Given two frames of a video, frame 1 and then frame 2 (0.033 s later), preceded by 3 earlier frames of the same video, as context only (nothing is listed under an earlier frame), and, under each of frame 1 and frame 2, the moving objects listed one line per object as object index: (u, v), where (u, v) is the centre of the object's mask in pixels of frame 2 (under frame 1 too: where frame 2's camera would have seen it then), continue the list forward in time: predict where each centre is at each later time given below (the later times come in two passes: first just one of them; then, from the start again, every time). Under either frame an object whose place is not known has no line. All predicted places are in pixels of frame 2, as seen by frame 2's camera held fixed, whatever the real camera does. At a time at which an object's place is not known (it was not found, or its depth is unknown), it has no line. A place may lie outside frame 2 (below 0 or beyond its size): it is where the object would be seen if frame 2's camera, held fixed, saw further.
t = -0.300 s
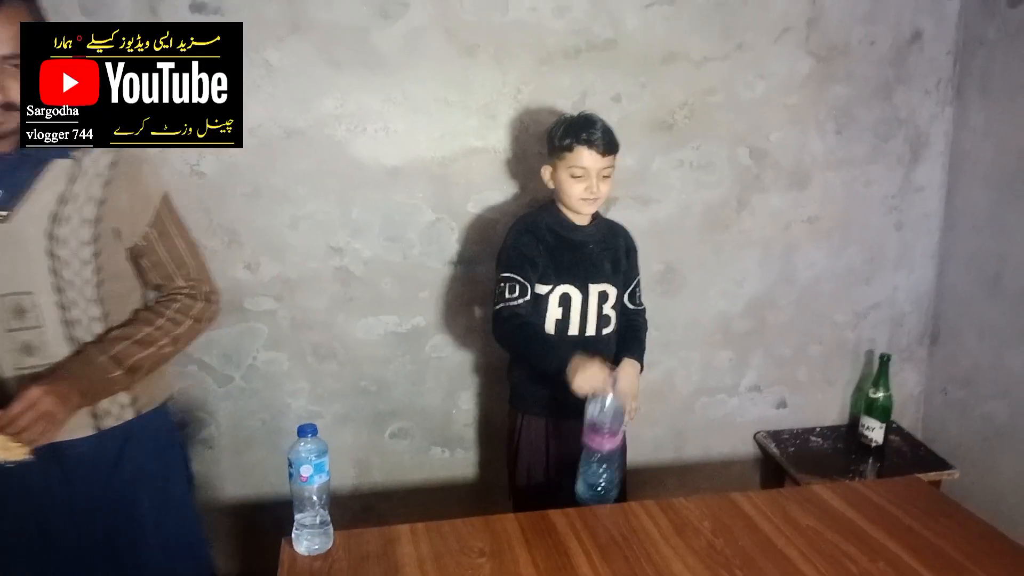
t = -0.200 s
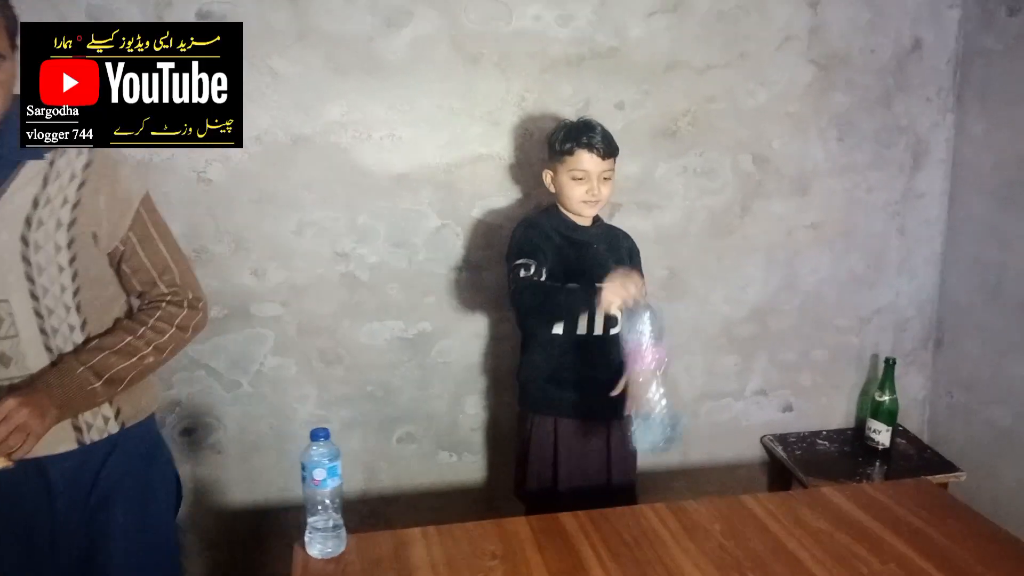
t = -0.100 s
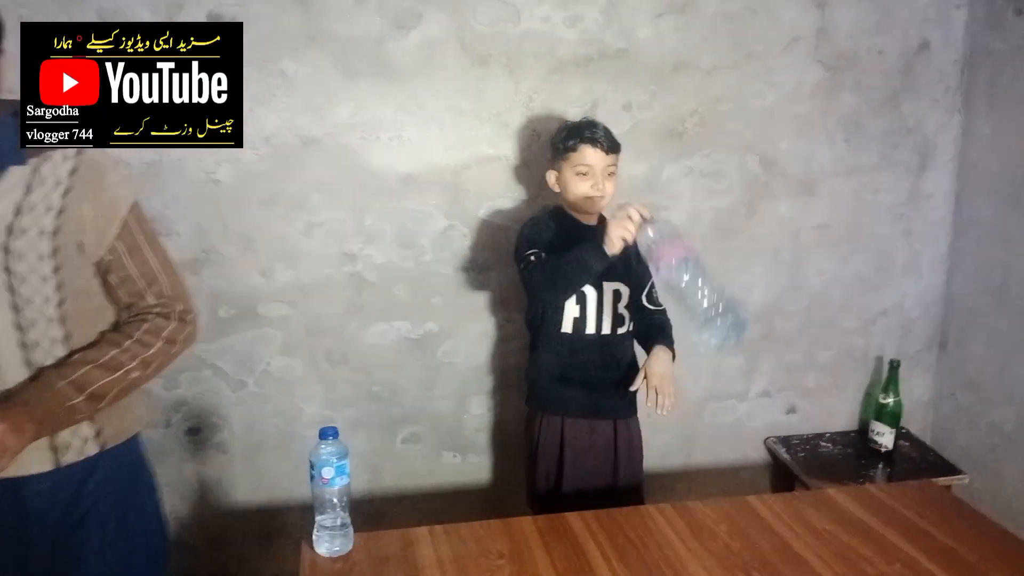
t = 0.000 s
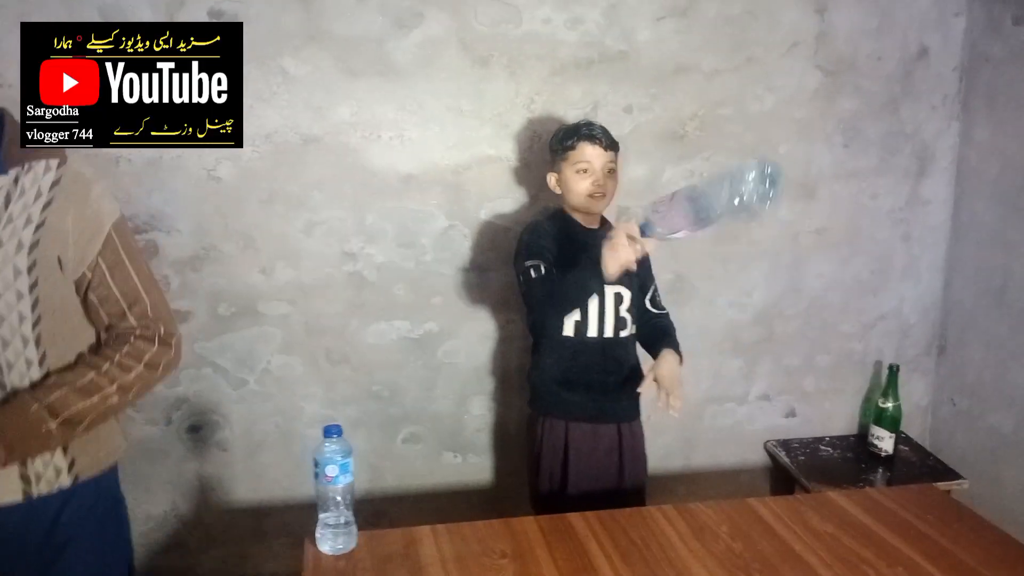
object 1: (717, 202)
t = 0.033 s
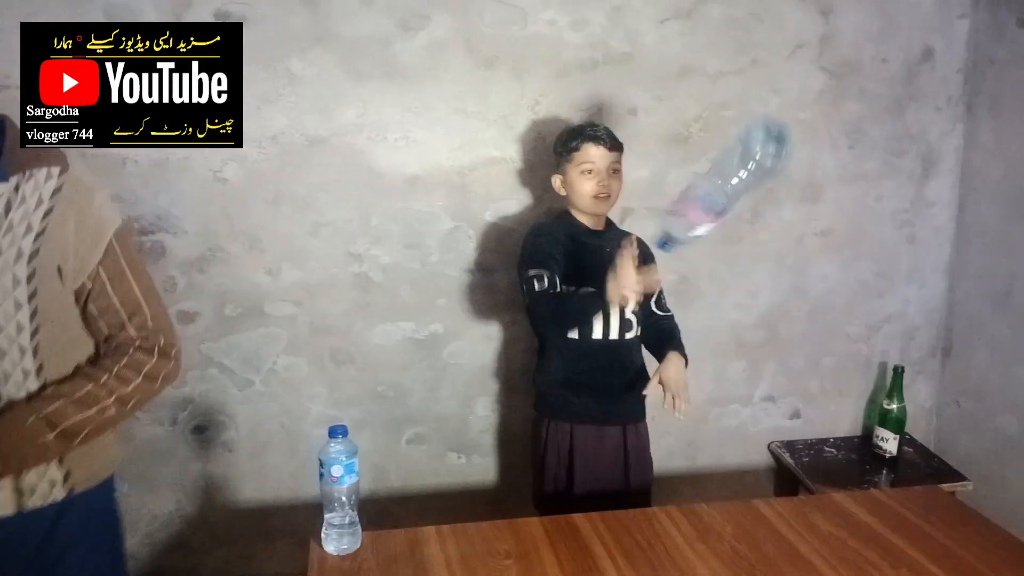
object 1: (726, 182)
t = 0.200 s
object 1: (803, 123)
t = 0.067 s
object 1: (736, 170)
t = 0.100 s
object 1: (748, 160)
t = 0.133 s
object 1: (766, 145)
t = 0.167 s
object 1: (784, 134)
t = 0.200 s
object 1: (803, 123)
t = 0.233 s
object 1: (820, 113)
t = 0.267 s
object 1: (830, 106)
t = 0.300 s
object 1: (835, 106)
